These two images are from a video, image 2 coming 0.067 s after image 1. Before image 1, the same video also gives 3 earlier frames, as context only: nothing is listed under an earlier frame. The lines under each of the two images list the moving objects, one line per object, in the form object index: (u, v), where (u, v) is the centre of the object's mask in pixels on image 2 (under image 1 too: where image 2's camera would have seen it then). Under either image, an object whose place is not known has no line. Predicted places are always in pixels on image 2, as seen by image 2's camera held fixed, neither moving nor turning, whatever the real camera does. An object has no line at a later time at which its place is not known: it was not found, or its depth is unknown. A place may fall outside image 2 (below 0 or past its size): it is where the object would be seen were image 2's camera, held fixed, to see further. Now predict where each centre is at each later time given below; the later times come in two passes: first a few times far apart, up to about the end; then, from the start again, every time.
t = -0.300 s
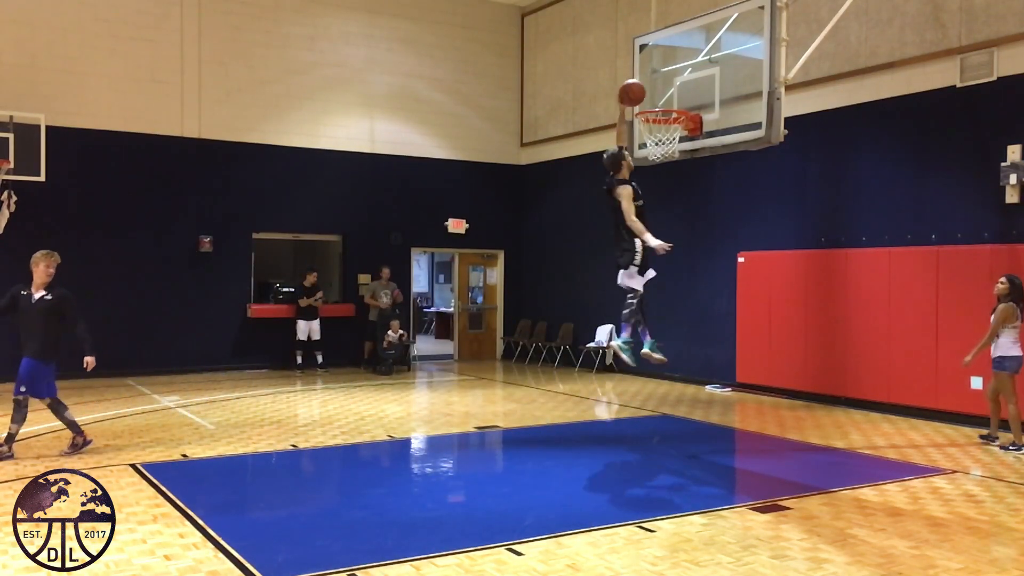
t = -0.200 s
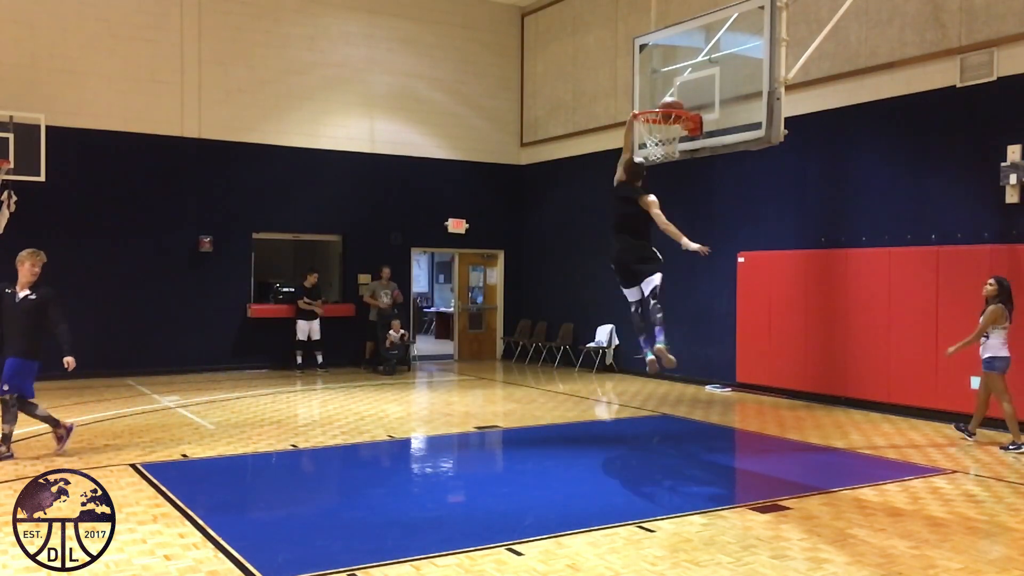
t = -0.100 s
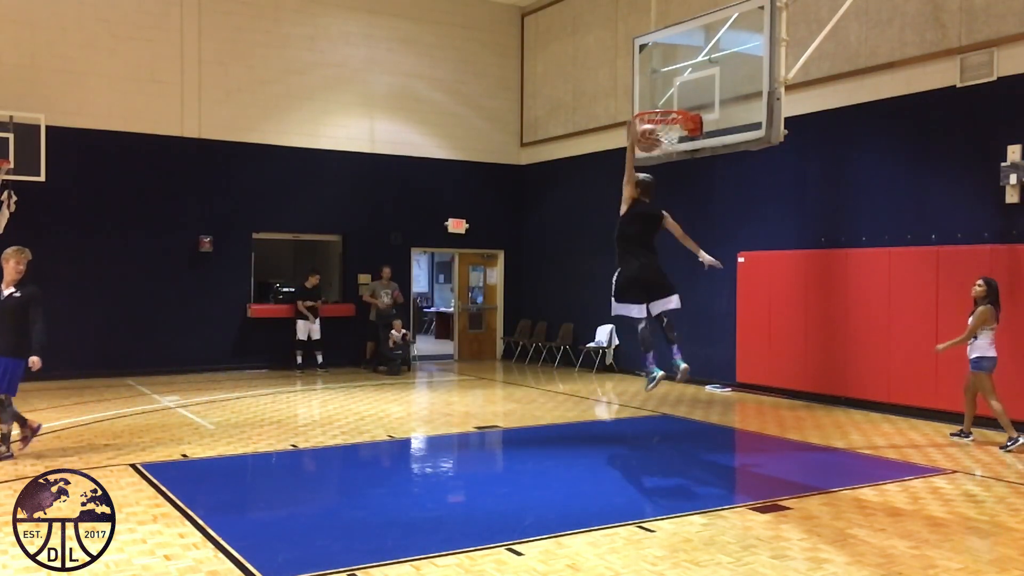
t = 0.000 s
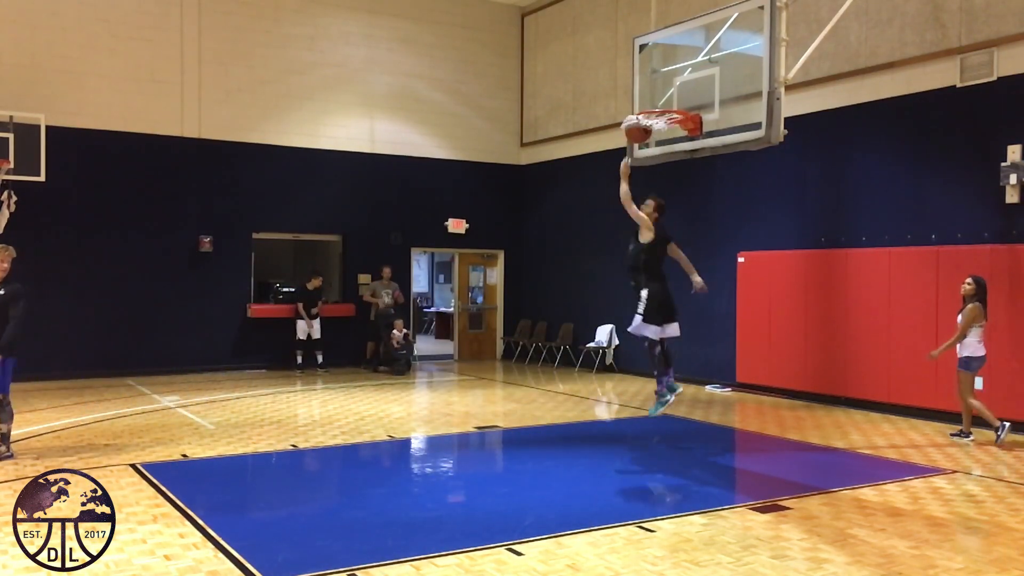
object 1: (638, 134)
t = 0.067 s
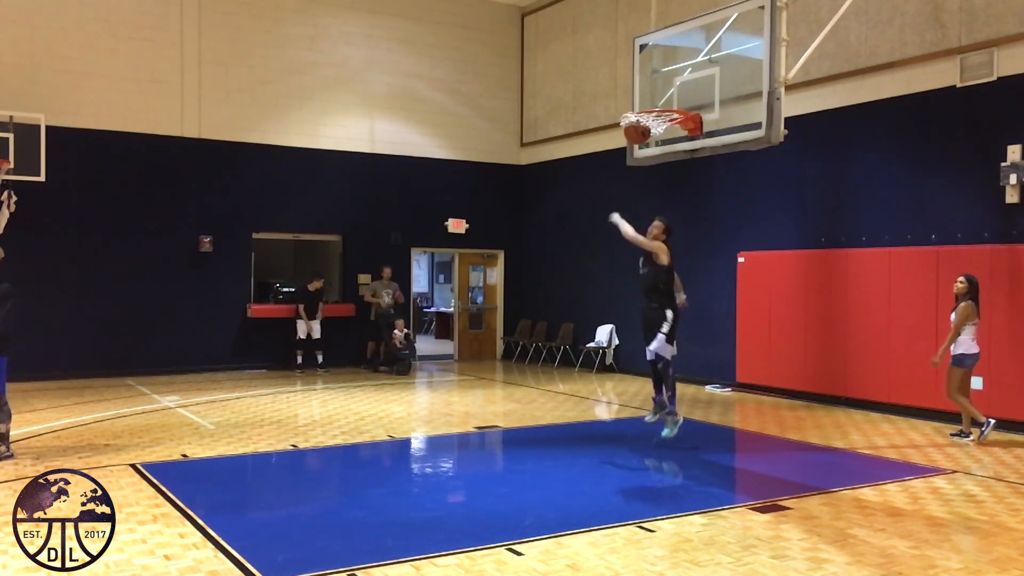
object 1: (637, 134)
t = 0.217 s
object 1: (643, 150)
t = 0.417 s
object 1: (653, 212)
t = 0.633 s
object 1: (663, 327)
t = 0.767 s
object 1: (669, 425)
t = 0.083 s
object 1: (637, 136)
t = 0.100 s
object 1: (638, 137)
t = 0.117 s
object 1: (638, 138)
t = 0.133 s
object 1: (638, 139)
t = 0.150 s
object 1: (639, 141)
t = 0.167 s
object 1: (640, 143)
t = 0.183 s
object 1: (640, 145)
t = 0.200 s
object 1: (642, 148)
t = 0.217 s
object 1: (643, 150)
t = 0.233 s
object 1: (644, 153)
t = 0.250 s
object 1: (645, 158)
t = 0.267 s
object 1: (646, 162)
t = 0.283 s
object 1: (647, 166)
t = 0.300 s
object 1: (647, 171)
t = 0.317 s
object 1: (648, 175)
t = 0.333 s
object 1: (649, 180)
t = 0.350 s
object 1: (650, 186)
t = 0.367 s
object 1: (650, 192)
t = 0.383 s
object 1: (651, 198)
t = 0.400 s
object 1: (652, 205)
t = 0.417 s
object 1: (653, 212)
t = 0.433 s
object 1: (654, 218)
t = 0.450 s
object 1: (654, 226)
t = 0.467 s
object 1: (655, 234)
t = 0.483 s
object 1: (655, 242)
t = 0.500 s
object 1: (656, 250)
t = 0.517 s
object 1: (657, 259)
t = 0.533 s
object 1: (658, 268)
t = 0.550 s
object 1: (659, 277)
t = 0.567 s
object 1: (660, 286)
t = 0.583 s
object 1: (661, 297)
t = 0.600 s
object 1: (661, 306)
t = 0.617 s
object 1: (662, 317)
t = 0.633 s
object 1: (663, 327)
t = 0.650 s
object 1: (663, 338)
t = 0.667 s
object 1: (664, 349)
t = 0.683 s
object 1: (665, 361)
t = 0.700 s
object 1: (665, 373)
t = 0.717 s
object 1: (666, 386)
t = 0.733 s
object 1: (667, 399)
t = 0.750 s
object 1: (668, 412)
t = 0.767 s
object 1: (669, 425)
